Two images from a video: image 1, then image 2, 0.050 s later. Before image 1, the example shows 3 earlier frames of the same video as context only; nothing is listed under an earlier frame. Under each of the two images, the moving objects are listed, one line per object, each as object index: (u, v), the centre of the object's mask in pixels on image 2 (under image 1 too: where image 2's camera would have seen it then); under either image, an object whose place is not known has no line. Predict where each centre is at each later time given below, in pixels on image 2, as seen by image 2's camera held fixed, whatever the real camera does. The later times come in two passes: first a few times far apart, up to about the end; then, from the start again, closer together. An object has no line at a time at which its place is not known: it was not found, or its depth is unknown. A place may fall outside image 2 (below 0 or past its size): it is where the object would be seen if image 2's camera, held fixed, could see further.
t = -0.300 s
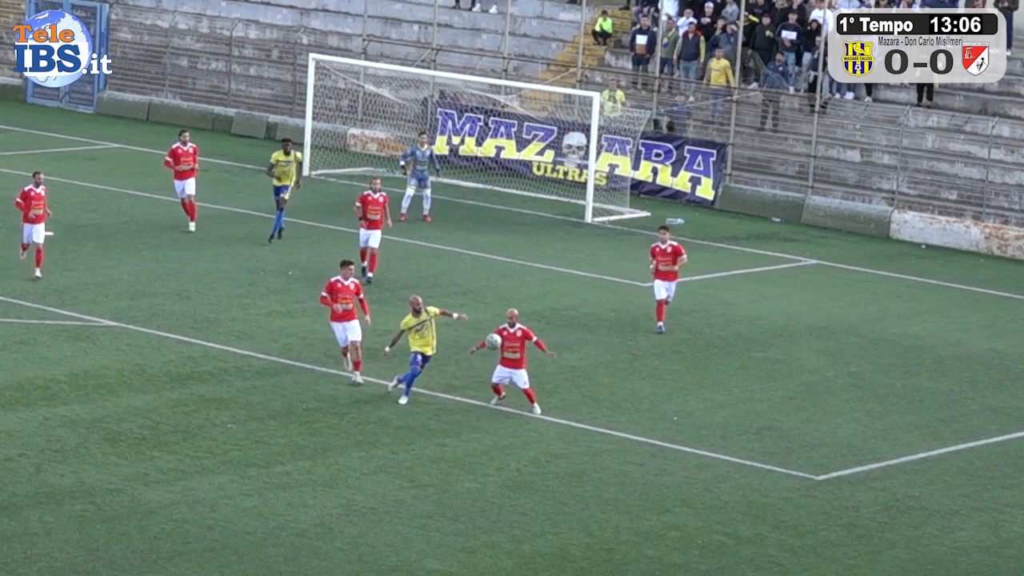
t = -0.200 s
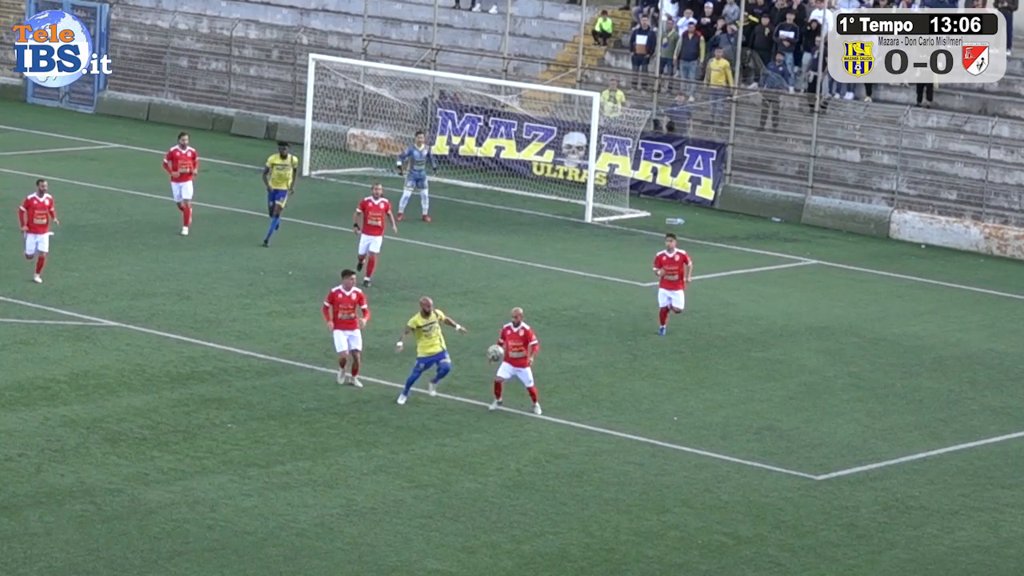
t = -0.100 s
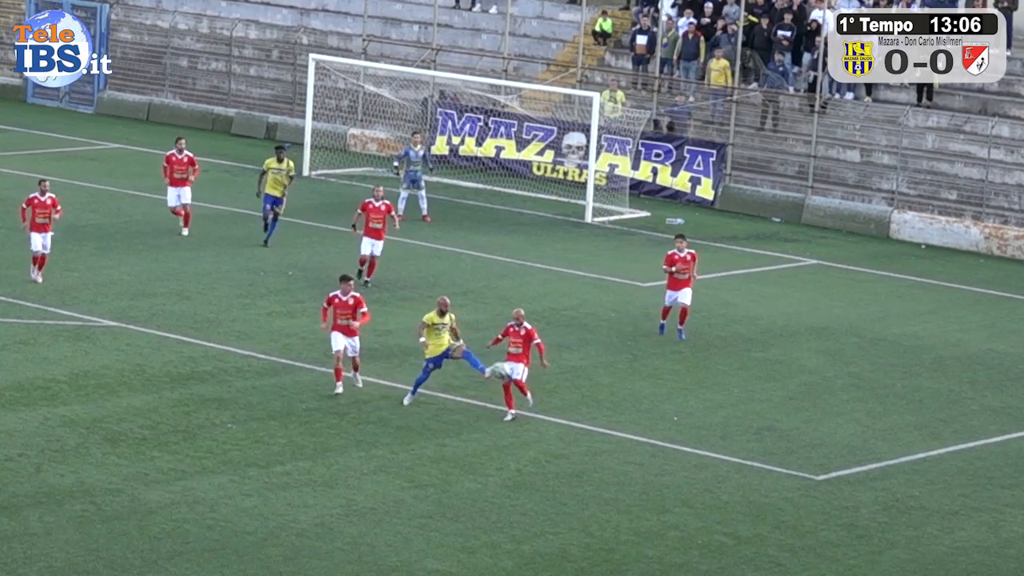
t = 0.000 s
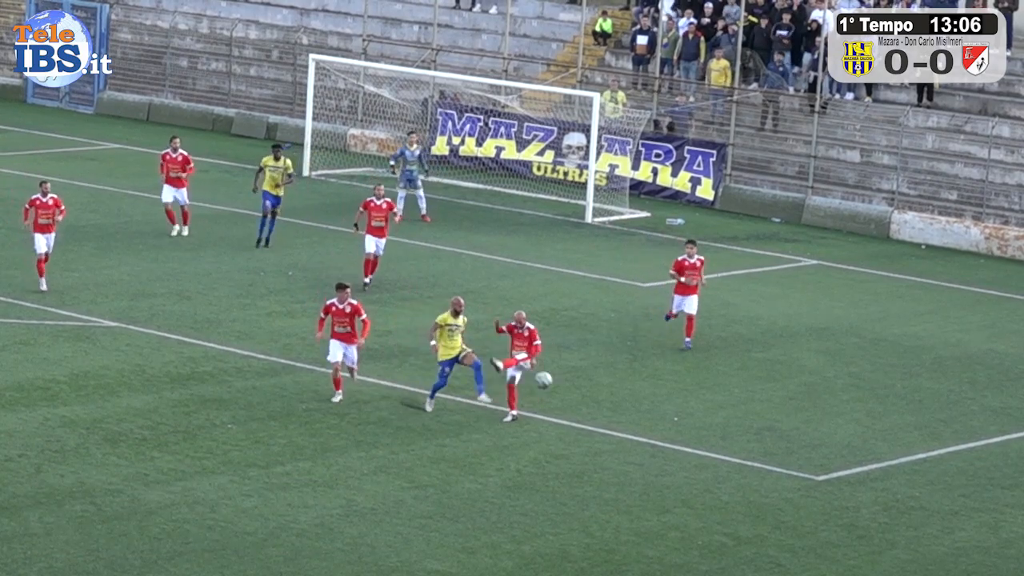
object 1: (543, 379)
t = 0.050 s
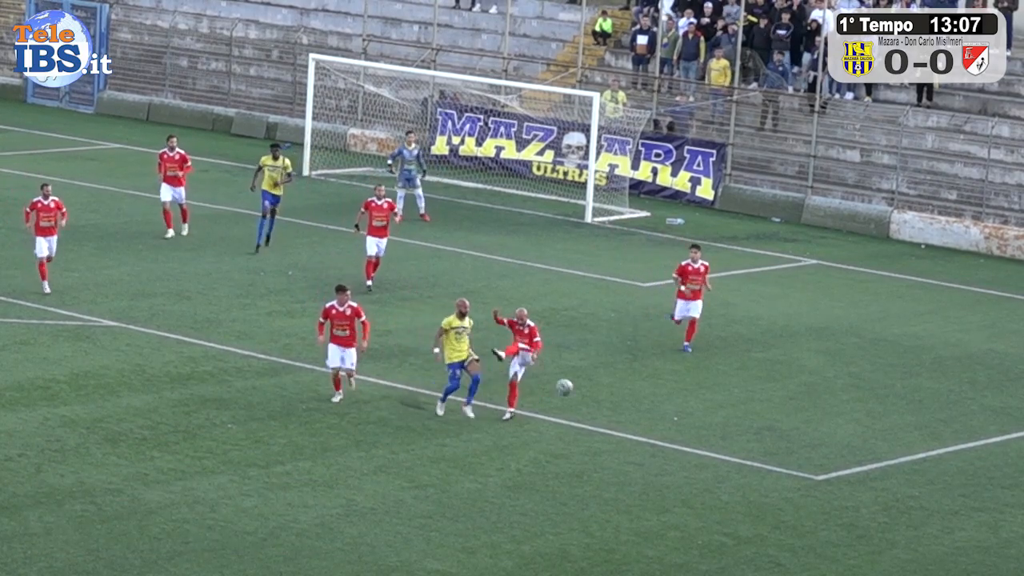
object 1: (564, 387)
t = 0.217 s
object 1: (631, 425)
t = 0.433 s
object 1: (721, 452)
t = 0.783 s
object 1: (863, 492)
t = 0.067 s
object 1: (568, 389)
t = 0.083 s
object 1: (577, 393)
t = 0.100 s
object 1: (585, 396)
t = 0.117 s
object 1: (590, 399)
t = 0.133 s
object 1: (598, 404)
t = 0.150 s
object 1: (606, 409)
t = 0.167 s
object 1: (610, 411)
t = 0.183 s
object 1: (619, 416)
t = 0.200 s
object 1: (627, 422)
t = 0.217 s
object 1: (631, 425)
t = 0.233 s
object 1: (639, 432)
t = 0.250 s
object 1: (647, 438)
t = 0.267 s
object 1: (652, 441)
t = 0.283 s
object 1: (659, 449)
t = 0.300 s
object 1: (667, 457)
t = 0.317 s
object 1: (672, 460)
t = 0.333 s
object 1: (681, 460)
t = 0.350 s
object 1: (688, 457)
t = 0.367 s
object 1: (692, 457)
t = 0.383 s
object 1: (701, 455)
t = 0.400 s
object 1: (708, 454)
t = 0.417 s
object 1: (713, 453)
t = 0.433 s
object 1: (721, 452)
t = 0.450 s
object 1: (729, 451)
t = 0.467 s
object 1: (733, 452)
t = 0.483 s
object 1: (741, 451)
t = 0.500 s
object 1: (750, 452)
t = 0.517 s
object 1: (754, 452)
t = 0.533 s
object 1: (762, 452)
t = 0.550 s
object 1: (769, 455)
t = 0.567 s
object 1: (773, 455)
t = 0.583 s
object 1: (781, 456)
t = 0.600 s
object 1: (790, 458)
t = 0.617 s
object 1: (793, 460)
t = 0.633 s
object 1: (802, 462)
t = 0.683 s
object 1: (818, 470)
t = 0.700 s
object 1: (827, 473)
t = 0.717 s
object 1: (832, 476)
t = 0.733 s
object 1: (842, 480)
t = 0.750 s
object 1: (850, 484)
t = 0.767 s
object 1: (854, 486)
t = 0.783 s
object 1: (863, 492)
